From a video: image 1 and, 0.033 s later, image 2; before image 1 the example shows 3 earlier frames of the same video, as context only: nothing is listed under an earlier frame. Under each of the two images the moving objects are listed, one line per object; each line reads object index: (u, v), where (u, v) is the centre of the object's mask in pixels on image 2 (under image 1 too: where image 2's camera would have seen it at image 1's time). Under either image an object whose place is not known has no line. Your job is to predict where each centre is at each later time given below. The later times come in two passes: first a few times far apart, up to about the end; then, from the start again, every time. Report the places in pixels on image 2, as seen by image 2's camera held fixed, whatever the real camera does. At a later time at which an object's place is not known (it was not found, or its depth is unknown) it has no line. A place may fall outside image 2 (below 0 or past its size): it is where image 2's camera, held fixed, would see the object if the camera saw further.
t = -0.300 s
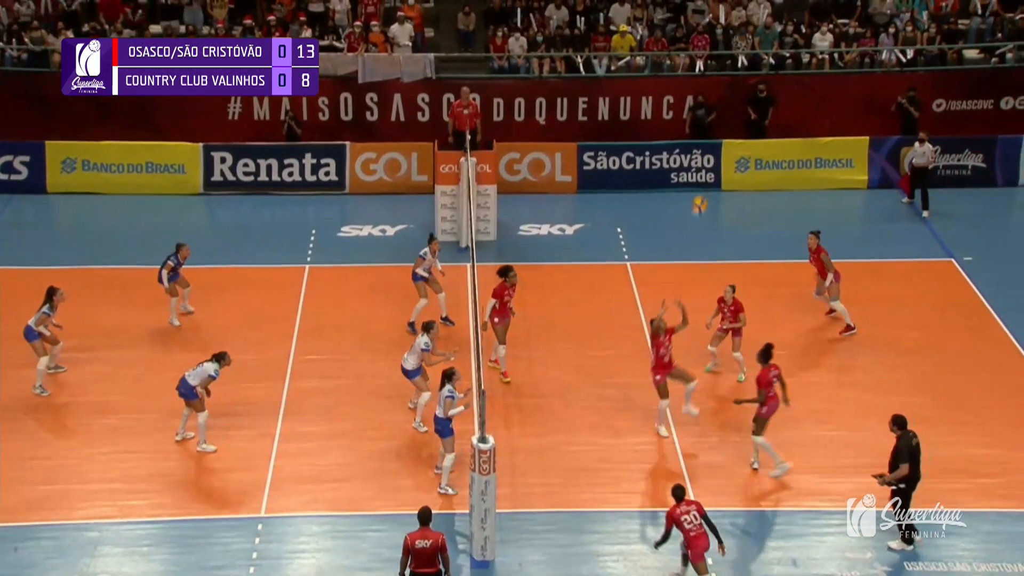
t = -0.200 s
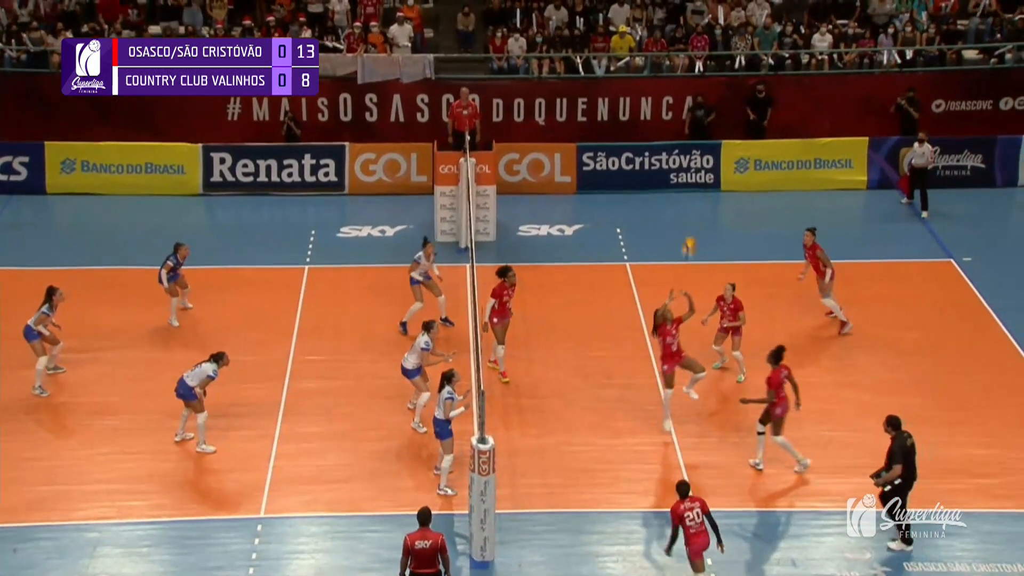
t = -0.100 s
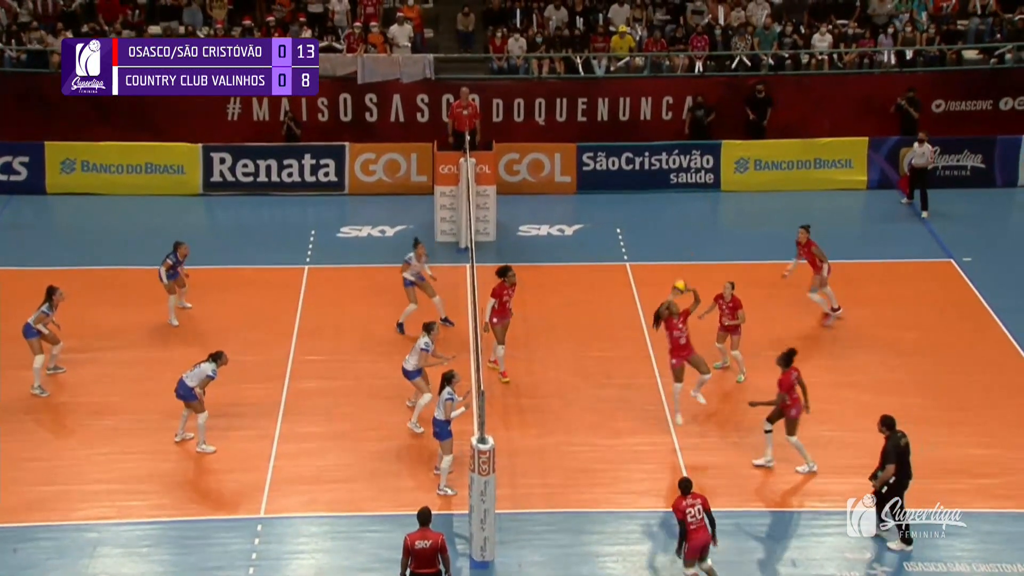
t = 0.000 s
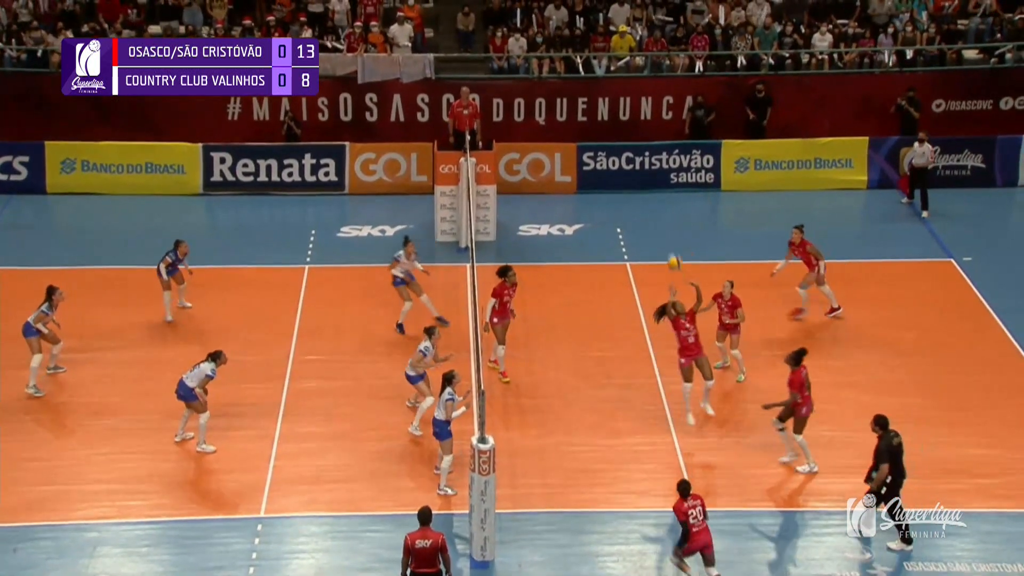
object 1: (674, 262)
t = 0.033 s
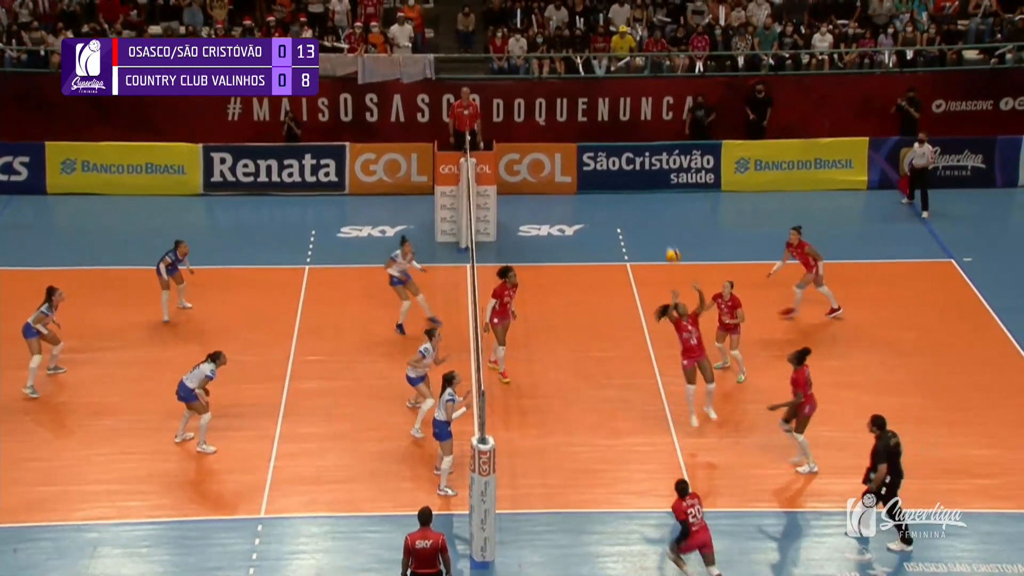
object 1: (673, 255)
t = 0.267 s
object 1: (655, 220)
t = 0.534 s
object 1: (634, 222)
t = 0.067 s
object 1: (670, 247)
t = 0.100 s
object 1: (667, 241)
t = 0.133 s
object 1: (664, 235)
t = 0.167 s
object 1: (662, 230)
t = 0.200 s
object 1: (660, 226)
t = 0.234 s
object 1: (658, 222)
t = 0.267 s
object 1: (655, 220)
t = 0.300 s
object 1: (653, 217)
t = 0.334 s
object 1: (650, 216)
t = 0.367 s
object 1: (647, 215)
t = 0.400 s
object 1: (645, 215)
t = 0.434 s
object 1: (642, 215)
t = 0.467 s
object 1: (640, 217)
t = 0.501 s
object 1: (637, 219)
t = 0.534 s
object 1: (634, 222)
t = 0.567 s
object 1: (632, 225)
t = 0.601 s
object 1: (629, 230)
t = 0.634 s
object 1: (625, 235)
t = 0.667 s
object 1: (624, 240)
